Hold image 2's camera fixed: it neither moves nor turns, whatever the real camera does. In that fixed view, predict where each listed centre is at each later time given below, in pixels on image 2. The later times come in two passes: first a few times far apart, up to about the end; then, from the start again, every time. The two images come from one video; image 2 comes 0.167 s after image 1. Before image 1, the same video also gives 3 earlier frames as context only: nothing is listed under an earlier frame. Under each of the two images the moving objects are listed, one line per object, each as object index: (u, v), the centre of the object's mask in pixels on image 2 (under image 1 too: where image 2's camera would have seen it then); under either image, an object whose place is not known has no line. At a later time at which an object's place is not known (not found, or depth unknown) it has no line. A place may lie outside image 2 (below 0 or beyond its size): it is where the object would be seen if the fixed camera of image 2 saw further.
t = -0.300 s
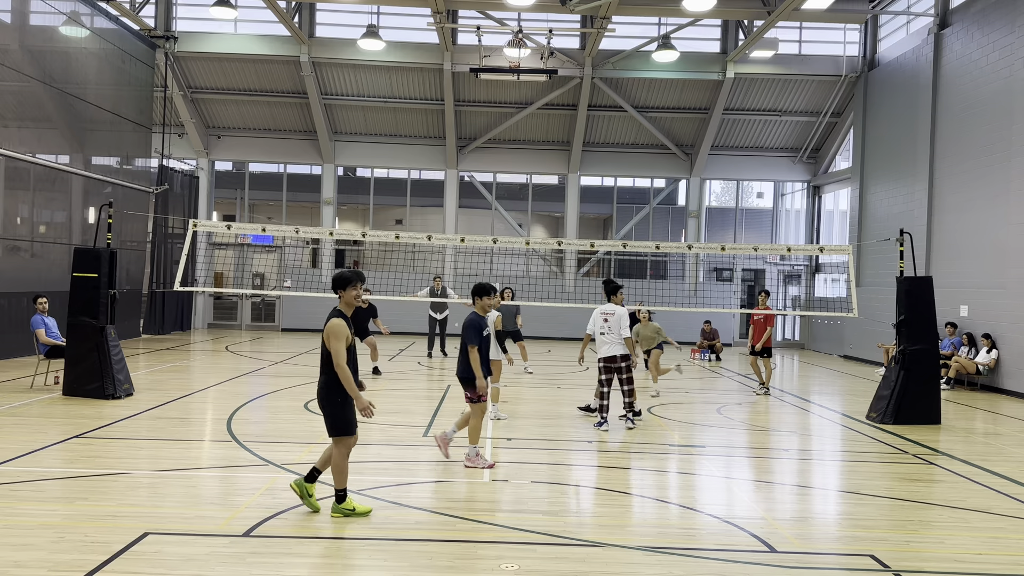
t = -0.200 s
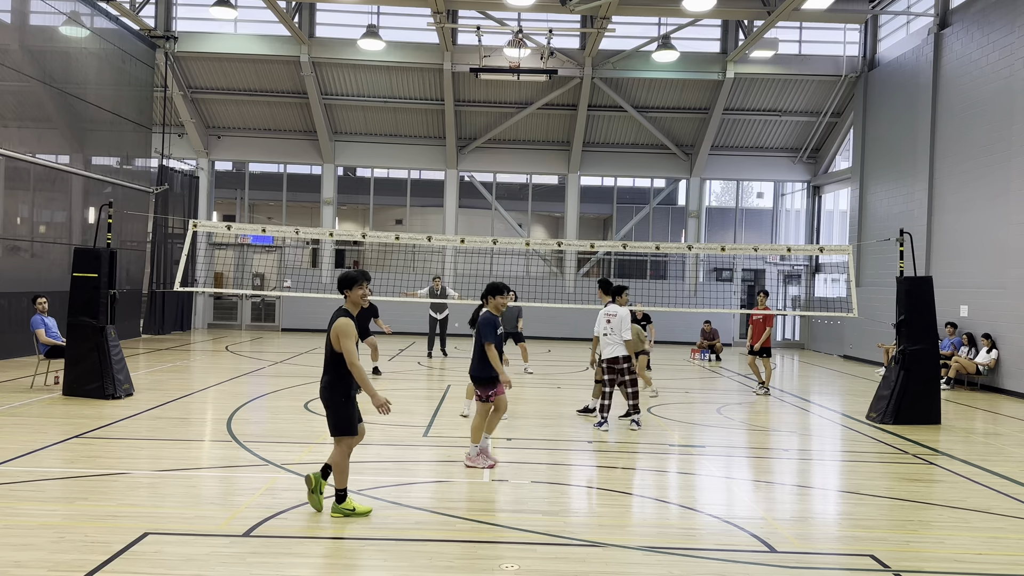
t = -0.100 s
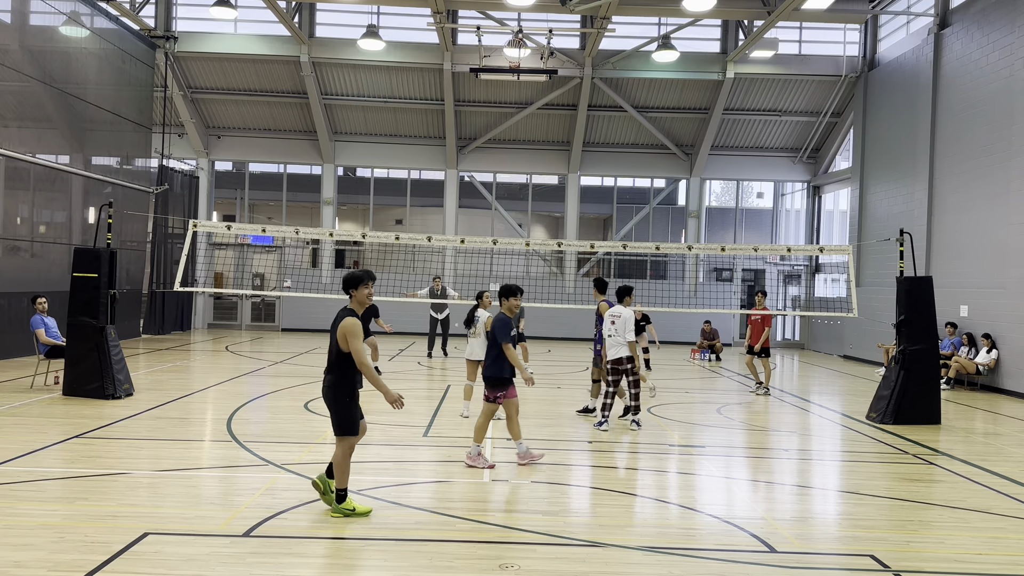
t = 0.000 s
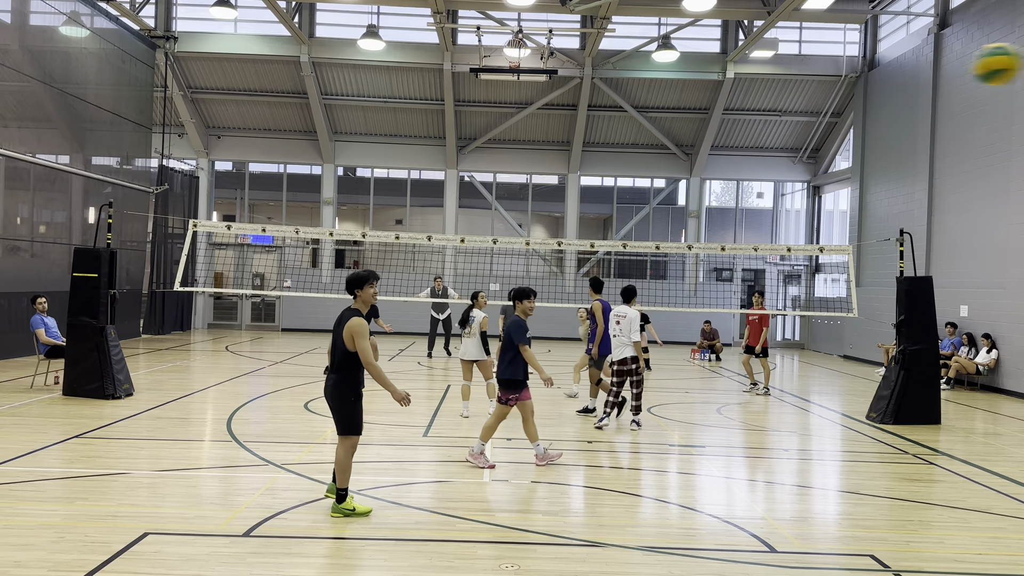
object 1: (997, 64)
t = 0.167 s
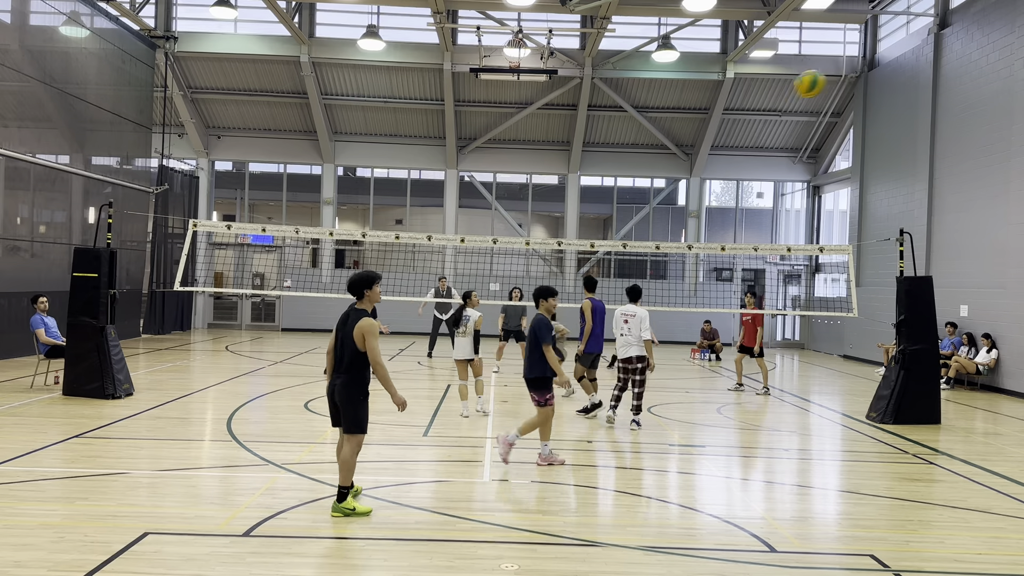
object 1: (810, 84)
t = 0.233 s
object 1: (768, 98)
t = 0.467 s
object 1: (680, 154)
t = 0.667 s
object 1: (634, 210)
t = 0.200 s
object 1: (788, 91)
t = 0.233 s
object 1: (768, 98)
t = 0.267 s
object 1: (751, 106)
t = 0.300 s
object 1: (737, 114)
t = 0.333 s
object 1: (724, 122)
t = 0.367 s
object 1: (711, 130)
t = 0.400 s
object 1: (700, 138)
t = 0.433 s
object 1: (690, 147)
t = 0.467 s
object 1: (680, 154)
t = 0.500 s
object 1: (671, 163)
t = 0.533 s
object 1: (663, 172)
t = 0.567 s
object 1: (655, 182)
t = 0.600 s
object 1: (648, 192)
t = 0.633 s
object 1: (641, 200)
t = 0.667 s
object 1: (634, 210)
